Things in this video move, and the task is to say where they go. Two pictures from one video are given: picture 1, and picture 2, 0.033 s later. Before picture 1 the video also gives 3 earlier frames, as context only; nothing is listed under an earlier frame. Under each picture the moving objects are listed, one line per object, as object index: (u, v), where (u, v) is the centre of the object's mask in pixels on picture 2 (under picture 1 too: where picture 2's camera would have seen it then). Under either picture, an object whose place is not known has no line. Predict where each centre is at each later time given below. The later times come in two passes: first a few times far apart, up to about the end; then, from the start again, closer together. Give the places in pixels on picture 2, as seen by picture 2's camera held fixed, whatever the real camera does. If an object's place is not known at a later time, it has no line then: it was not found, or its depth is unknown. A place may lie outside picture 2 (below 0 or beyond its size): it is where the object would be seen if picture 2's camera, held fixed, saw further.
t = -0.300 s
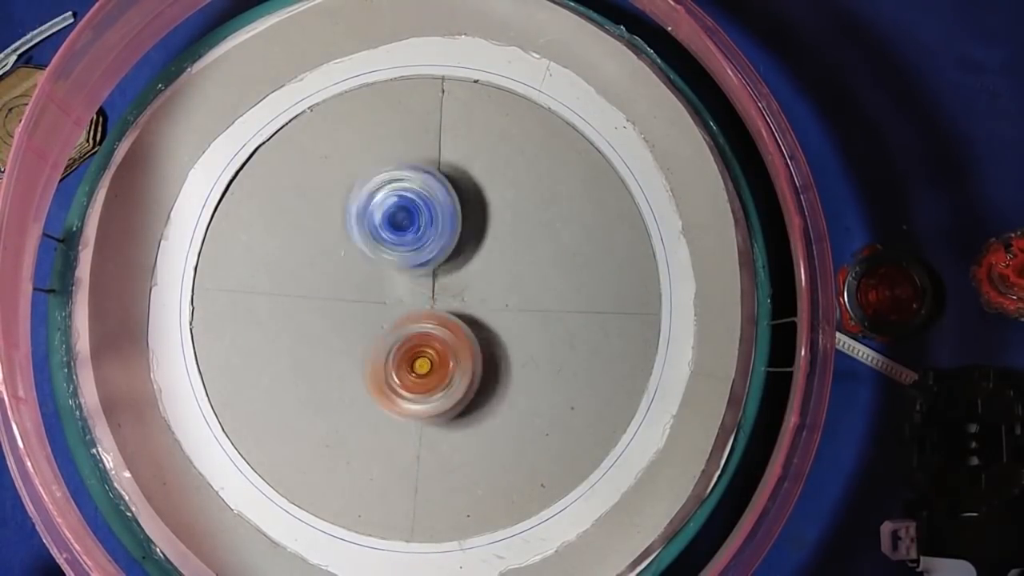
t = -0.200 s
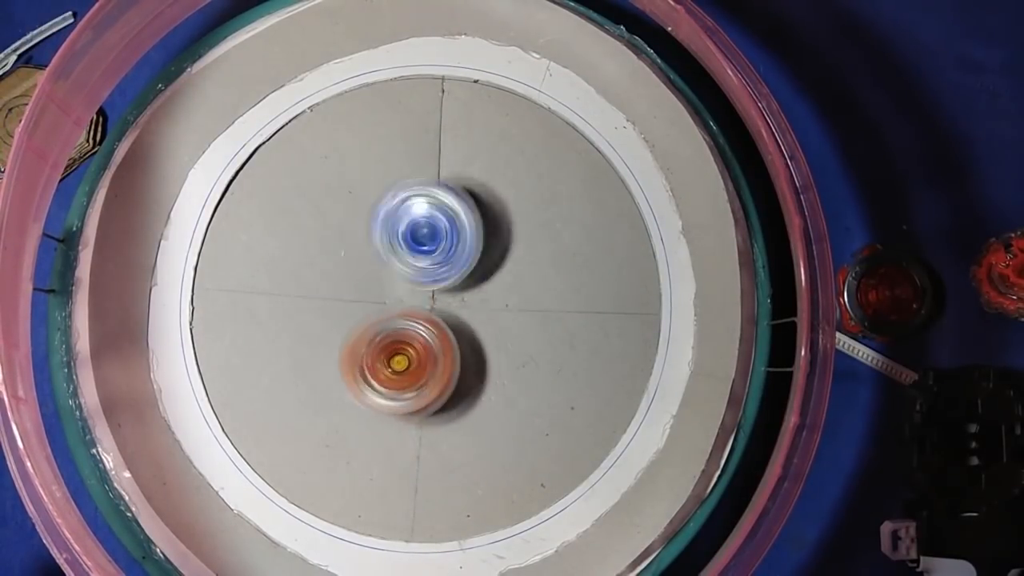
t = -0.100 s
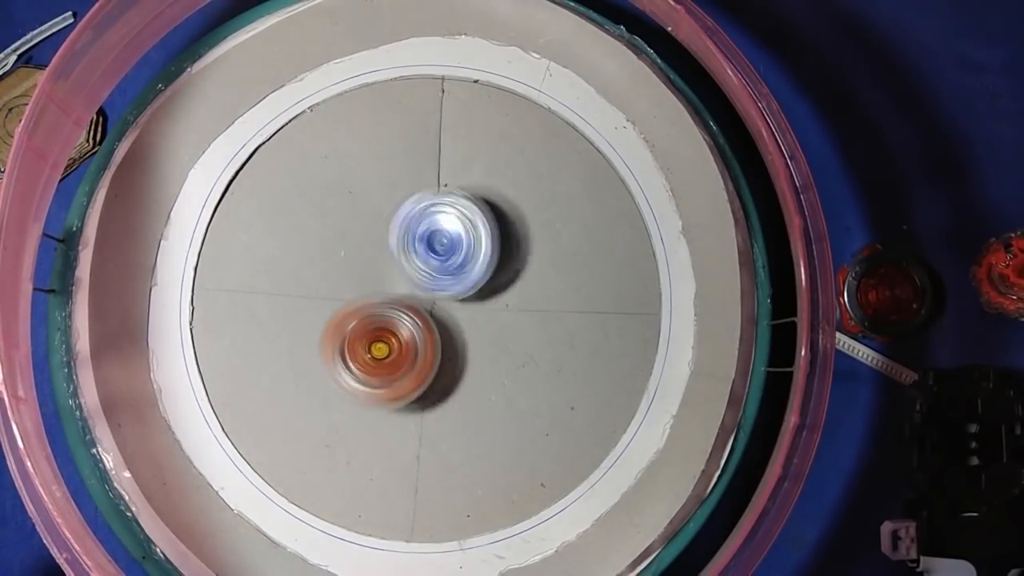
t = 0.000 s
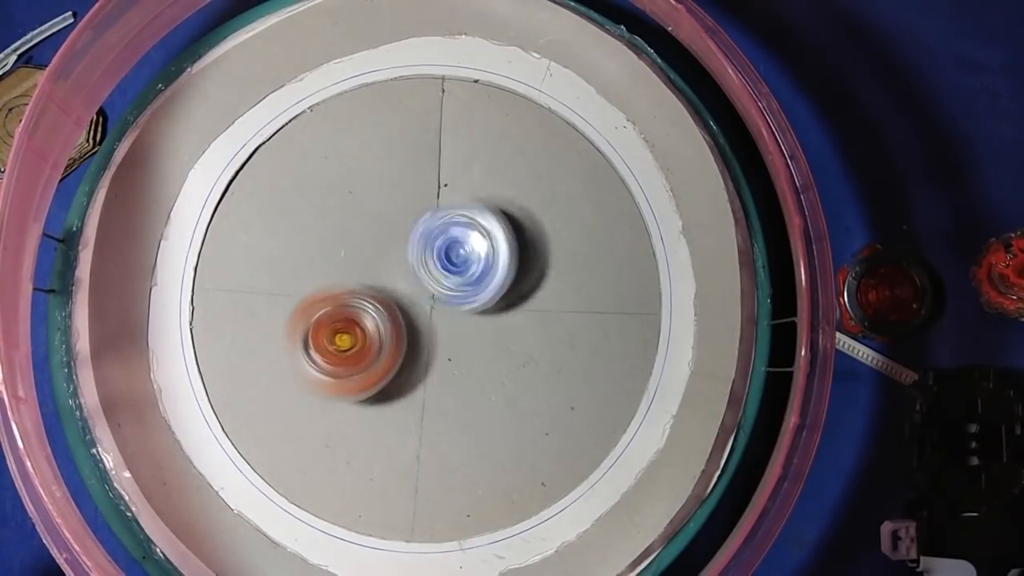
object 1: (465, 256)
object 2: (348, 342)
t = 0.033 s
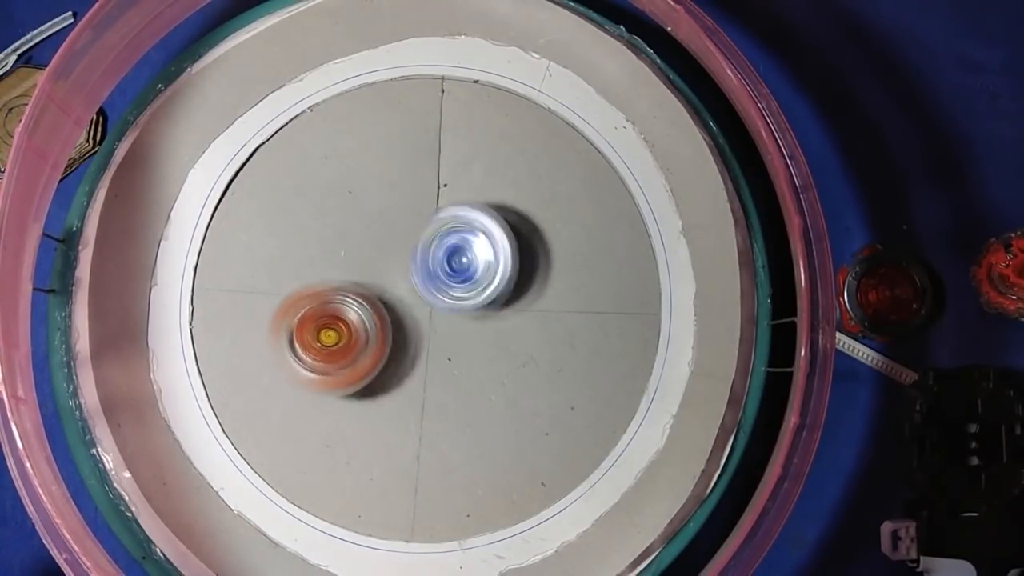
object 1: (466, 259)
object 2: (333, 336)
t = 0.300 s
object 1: (455, 320)
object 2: (311, 278)
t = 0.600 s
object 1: (401, 332)
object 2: (361, 217)
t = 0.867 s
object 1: (372, 314)
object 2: (441, 216)
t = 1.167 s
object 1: (360, 293)
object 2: (468, 263)
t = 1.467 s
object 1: (348, 249)
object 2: (437, 329)
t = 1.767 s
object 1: (391, 215)
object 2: (372, 325)
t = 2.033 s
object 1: (435, 266)
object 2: (325, 279)
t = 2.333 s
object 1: (405, 358)
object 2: (353, 242)
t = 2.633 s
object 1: (368, 331)
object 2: (443, 254)
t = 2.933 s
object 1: (360, 190)
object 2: (429, 308)
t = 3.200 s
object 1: (351, 169)
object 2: (403, 271)
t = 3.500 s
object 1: (375, 170)
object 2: (447, 242)
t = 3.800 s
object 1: (353, 177)
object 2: (415, 300)
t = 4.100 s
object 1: (371, 171)
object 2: (389, 265)
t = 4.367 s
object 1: (358, 180)
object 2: (435, 244)
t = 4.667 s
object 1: (325, 204)
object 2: (434, 221)
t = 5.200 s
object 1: (341, 199)
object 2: (442, 232)
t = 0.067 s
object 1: (467, 269)
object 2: (326, 330)
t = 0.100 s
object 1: (467, 275)
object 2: (322, 325)
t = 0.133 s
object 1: (466, 284)
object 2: (318, 319)
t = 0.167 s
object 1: (466, 292)
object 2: (314, 312)
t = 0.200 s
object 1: (463, 297)
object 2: (312, 305)
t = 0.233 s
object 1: (463, 304)
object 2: (311, 296)
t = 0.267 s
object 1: (459, 312)
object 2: (310, 288)
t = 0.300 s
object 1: (455, 320)
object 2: (311, 278)
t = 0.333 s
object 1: (450, 324)
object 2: (312, 268)
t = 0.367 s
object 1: (444, 329)
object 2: (315, 260)
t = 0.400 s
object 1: (438, 333)
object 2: (317, 254)
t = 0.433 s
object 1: (433, 335)
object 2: (323, 245)
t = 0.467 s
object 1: (427, 337)
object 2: (329, 237)
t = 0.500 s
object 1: (419, 336)
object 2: (336, 231)
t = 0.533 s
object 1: (413, 336)
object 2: (344, 224)
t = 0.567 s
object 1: (406, 336)
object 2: (352, 220)
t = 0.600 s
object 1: (401, 332)
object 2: (361, 217)
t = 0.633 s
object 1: (396, 329)
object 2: (371, 212)
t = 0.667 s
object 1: (389, 327)
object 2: (380, 207)
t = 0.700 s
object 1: (384, 326)
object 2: (391, 204)
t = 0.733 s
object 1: (381, 324)
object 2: (401, 202)
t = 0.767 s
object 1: (379, 321)
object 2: (412, 204)
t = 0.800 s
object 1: (377, 317)
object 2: (422, 208)
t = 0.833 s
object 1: (374, 314)
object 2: (431, 212)
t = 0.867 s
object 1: (372, 314)
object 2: (441, 216)
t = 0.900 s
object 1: (371, 310)
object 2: (444, 218)
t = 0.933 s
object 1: (370, 306)
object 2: (447, 219)
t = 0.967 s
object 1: (371, 304)
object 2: (450, 219)
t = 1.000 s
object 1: (370, 303)
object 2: (456, 221)
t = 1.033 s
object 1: (371, 299)
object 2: (460, 229)
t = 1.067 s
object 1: (364, 299)
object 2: (465, 237)
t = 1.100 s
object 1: (363, 298)
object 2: (469, 248)
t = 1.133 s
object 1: (363, 295)
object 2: (470, 257)
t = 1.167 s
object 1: (360, 293)
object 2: (468, 263)
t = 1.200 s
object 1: (358, 290)
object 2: (468, 273)
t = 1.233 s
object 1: (351, 285)
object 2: (467, 285)
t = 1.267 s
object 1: (348, 282)
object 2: (464, 294)
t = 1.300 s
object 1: (345, 280)
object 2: (460, 301)
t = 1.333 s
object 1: (344, 275)
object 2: (454, 309)
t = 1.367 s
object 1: (344, 270)
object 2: (453, 314)
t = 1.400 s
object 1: (344, 267)
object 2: (446, 317)
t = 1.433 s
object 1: (346, 259)
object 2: (441, 322)
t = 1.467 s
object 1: (348, 249)
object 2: (437, 329)
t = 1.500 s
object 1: (351, 246)
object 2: (428, 332)
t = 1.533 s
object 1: (352, 242)
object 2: (422, 332)
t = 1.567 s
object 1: (355, 236)
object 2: (417, 335)
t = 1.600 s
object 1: (362, 225)
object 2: (412, 342)
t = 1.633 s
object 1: (369, 221)
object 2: (403, 339)
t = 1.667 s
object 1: (372, 221)
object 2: (395, 337)
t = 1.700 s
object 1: (378, 220)
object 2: (390, 332)
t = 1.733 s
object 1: (383, 217)
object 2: (382, 330)
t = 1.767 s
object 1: (391, 215)
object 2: (372, 325)
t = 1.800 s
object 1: (402, 212)
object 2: (361, 323)
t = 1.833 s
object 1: (410, 219)
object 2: (357, 318)
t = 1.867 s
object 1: (415, 226)
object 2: (352, 312)
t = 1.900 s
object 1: (418, 232)
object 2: (345, 305)
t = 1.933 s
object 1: (420, 236)
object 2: (341, 297)
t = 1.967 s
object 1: (422, 241)
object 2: (335, 289)
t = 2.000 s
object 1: (431, 255)
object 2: (329, 284)
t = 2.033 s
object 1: (435, 266)
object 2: (325, 279)
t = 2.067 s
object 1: (435, 283)
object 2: (326, 273)
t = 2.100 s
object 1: (437, 299)
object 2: (325, 268)
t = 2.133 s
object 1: (433, 315)
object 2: (323, 263)
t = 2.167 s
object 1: (431, 329)
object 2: (327, 257)
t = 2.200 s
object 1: (424, 338)
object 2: (329, 251)
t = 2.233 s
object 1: (420, 346)
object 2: (334, 248)
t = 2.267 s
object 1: (411, 355)
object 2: (343, 245)
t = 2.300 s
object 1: (408, 357)
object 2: (347, 242)
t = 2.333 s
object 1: (405, 358)
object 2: (353, 242)
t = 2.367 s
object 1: (400, 358)
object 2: (365, 244)
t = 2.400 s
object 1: (395, 357)
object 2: (369, 244)
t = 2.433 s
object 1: (384, 359)
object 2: (378, 246)
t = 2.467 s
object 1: (372, 365)
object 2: (401, 238)
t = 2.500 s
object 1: (369, 363)
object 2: (426, 234)
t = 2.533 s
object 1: (366, 362)
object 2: (437, 236)
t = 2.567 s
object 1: (369, 353)
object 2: (443, 241)
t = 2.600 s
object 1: (365, 341)
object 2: (442, 247)
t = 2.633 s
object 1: (368, 331)
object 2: (443, 254)
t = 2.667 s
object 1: (358, 320)
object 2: (449, 258)
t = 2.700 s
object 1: (357, 305)
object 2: (454, 265)
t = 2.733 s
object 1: (353, 293)
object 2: (458, 273)
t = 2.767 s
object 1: (349, 274)
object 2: (460, 285)
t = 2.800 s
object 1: (352, 254)
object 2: (456, 293)
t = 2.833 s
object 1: (356, 236)
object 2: (450, 302)
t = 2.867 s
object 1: (358, 221)
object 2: (444, 305)
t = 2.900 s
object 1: (359, 205)
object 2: (436, 310)
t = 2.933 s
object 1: (360, 190)
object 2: (429, 308)
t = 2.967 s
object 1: (362, 177)
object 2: (424, 309)
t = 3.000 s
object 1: (365, 166)
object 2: (417, 308)
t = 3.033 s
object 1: (368, 156)
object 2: (412, 305)
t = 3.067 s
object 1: (367, 152)
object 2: (406, 300)
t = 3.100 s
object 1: (364, 154)
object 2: (403, 294)
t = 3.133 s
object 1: (361, 160)
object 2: (400, 285)
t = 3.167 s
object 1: (356, 165)
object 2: (401, 280)
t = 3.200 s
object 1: (351, 169)
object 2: (403, 271)
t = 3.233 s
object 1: (345, 172)
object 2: (407, 263)
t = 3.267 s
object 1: (342, 173)
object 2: (412, 255)
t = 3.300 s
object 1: (345, 171)
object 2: (419, 251)
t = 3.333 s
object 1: (350, 170)
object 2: (423, 247)
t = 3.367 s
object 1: (356, 170)
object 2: (431, 245)
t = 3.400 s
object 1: (361, 169)
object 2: (434, 244)
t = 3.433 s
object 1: (367, 170)
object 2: (442, 242)
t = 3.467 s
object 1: (373, 171)
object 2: (443, 243)
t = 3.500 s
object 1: (375, 170)
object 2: (447, 242)
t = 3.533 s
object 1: (373, 171)
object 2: (449, 246)
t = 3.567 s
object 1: (370, 173)
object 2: (450, 249)
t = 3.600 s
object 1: (367, 175)
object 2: (449, 258)
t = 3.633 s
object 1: (363, 176)
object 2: (445, 263)
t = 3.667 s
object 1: (360, 177)
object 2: (444, 268)
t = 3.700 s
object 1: (357, 177)
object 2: (440, 281)
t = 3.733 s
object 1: (355, 176)
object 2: (434, 291)
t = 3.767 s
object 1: (353, 177)
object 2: (424, 297)
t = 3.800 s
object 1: (353, 177)
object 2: (415, 300)
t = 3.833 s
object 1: (353, 177)
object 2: (406, 301)
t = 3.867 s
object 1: (354, 177)
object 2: (399, 302)
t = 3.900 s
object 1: (356, 177)
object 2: (393, 298)
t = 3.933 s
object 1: (358, 177)
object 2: (389, 294)
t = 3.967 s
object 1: (360, 176)
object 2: (386, 289)
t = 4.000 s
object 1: (363, 175)
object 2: (385, 283)
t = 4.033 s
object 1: (366, 175)
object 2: (383, 278)
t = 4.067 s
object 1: (369, 174)
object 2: (384, 272)
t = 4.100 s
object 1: (371, 171)
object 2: (389, 265)
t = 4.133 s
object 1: (372, 168)
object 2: (390, 255)
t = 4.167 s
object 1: (373, 167)
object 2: (395, 248)
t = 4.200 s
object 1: (374, 164)
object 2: (398, 246)
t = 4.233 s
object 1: (374, 165)
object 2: (402, 249)
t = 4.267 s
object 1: (371, 166)
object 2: (409, 249)
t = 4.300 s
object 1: (366, 167)
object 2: (414, 249)
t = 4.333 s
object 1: (362, 172)
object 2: (424, 248)
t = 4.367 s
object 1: (358, 180)
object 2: (435, 244)
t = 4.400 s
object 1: (353, 185)
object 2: (445, 239)
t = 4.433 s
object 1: (349, 187)
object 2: (451, 235)
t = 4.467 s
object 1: (344, 189)
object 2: (452, 230)
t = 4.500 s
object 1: (340, 194)
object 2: (449, 229)
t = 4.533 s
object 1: (334, 198)
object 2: (442, 228)
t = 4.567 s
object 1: (329, 201)
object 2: (438, 226)
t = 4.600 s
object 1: (325, 203)
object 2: (435, 223)
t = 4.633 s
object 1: (324, 204)
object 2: (434, 221)
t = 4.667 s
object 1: (325, 204)
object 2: (434, 221)
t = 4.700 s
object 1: (328, 204)
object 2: (435, 223)
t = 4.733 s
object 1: (332, 204)
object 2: (438, 226)
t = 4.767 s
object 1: (336, 202)
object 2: (441, 229)
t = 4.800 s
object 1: (341, 200)
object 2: (444, 232)
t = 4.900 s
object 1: (339, 201)
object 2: (442, 231)
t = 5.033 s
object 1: (331, 205)
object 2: (436, 226)
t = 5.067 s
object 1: (332, 204)
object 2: (437, 227)
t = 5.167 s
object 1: (340, 200)
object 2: (441, 231)
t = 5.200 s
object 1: (341, 199)
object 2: (442, 232)
